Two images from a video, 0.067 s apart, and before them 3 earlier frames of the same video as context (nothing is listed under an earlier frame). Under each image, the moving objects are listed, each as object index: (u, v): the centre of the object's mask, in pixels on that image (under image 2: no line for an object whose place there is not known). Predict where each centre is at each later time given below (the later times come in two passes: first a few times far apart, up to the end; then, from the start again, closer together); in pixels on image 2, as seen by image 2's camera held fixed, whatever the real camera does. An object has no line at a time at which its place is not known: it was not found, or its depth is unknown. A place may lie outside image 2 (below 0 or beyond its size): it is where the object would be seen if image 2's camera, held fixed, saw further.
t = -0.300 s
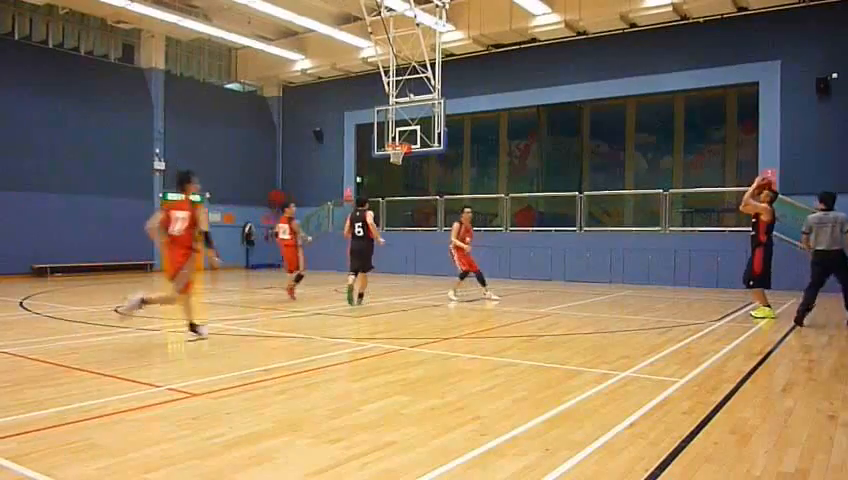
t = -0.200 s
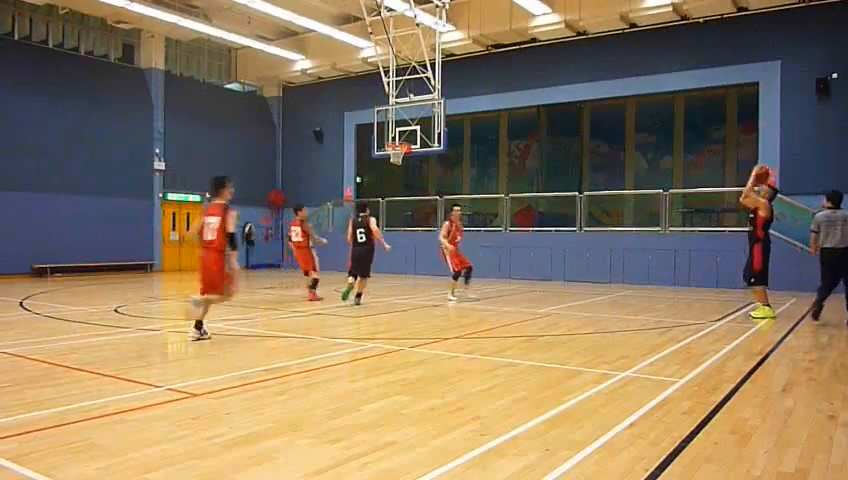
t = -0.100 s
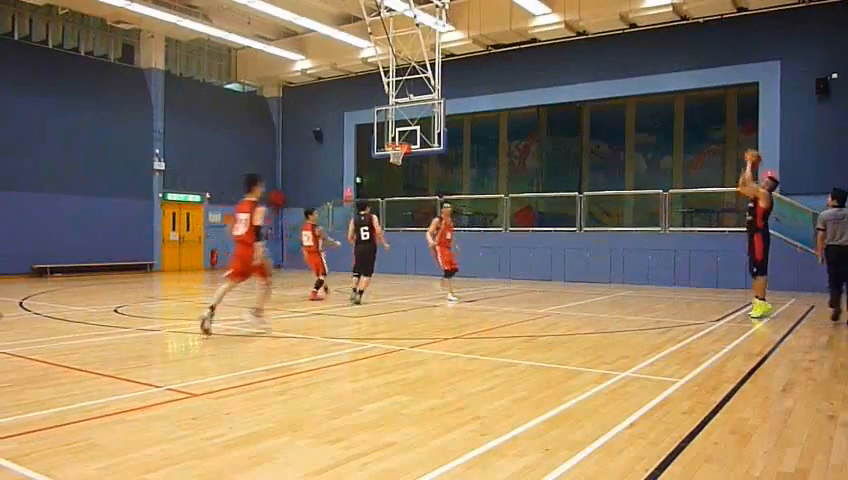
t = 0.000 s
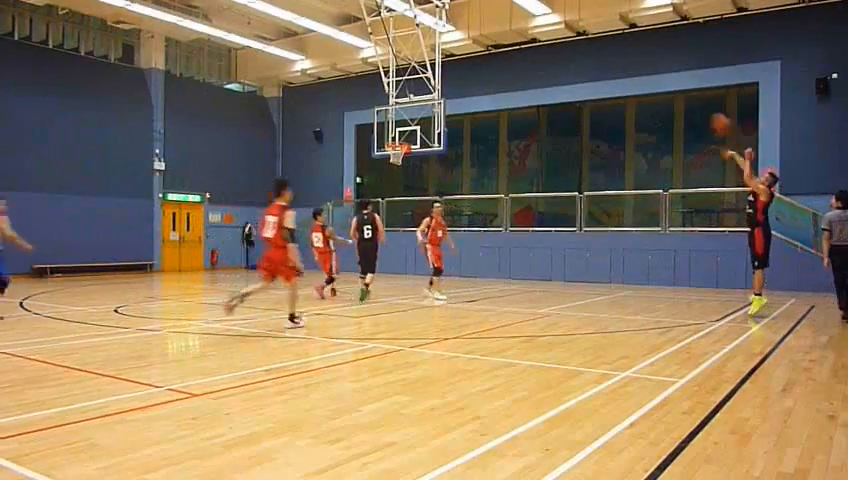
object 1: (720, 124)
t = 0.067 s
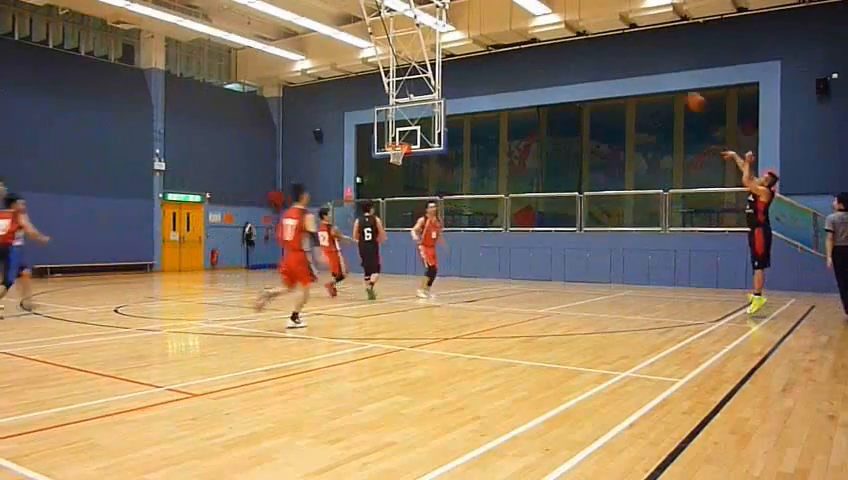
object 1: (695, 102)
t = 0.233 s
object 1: (633, 62)
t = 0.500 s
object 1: (551, 41)
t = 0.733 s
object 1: (490, 53)
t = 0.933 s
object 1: (446, 82)
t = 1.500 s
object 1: (373, 85)
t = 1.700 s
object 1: (359, 75)
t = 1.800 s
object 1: (352, 76)
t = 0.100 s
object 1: (681, 94)
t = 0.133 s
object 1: (669, 85)
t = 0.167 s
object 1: (657, 74)
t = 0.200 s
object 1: (646, 68)
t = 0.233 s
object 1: (633, 62)
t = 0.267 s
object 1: (622, 56)
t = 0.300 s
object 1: (611, 52)
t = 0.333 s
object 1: (600, 48)
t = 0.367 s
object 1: (591, 45)
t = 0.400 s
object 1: (582, 44)
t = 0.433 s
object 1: (570, 42)
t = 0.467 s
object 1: (560, 41)
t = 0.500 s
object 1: (551, 41)
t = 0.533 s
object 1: (542, 41)
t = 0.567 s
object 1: (533, 42)
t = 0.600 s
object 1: (525, 43)
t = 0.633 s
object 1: (516, 45)
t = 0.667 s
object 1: (506, 47)
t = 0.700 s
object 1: (499, 49)
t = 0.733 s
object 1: (490, 53)
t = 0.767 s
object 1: (483, 56)
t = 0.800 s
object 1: (474, 61)
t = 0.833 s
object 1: (466, 66)
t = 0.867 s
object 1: (459, 70)
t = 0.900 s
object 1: (453, 76)
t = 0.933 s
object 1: (446, 82)
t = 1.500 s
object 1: (373, 85)
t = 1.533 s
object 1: (371, 81)
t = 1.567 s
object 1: (369, 79)
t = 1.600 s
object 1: (365, 77)
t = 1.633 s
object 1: (364, 77)
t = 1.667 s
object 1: (361, 75)
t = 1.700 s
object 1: (359, 75)
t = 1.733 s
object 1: (357, 75)
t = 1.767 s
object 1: (356, 75)
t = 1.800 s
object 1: (352, 76)
